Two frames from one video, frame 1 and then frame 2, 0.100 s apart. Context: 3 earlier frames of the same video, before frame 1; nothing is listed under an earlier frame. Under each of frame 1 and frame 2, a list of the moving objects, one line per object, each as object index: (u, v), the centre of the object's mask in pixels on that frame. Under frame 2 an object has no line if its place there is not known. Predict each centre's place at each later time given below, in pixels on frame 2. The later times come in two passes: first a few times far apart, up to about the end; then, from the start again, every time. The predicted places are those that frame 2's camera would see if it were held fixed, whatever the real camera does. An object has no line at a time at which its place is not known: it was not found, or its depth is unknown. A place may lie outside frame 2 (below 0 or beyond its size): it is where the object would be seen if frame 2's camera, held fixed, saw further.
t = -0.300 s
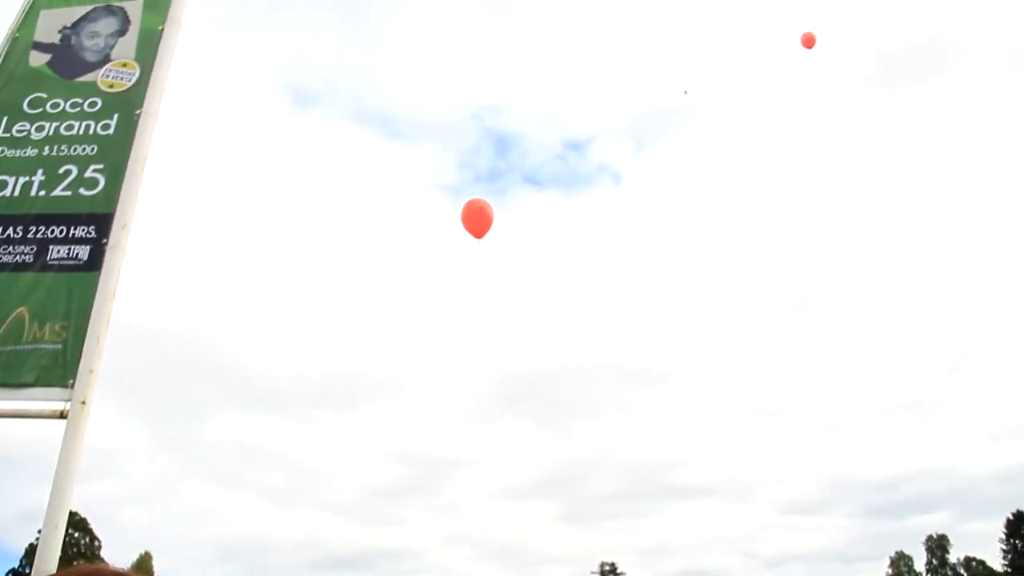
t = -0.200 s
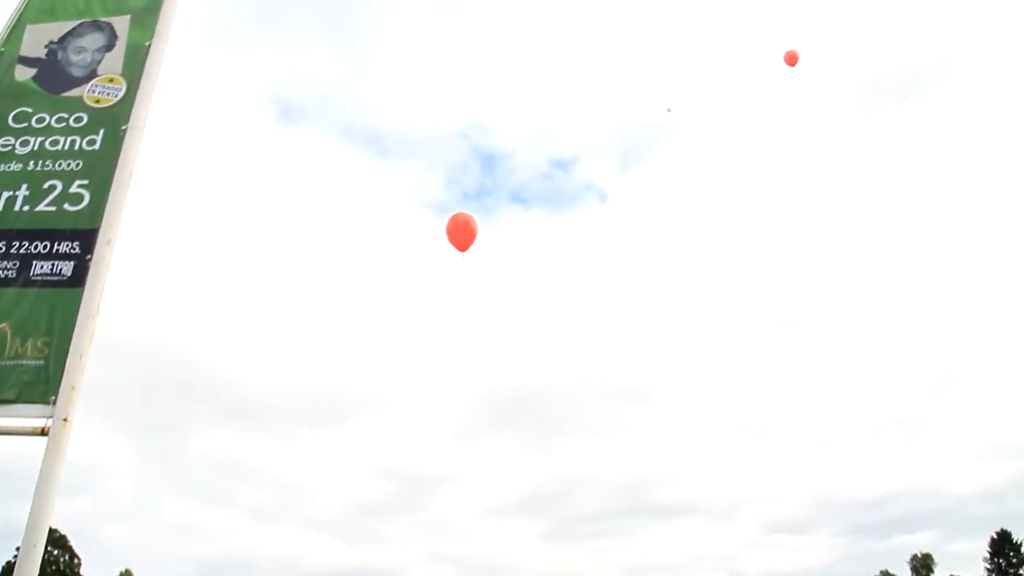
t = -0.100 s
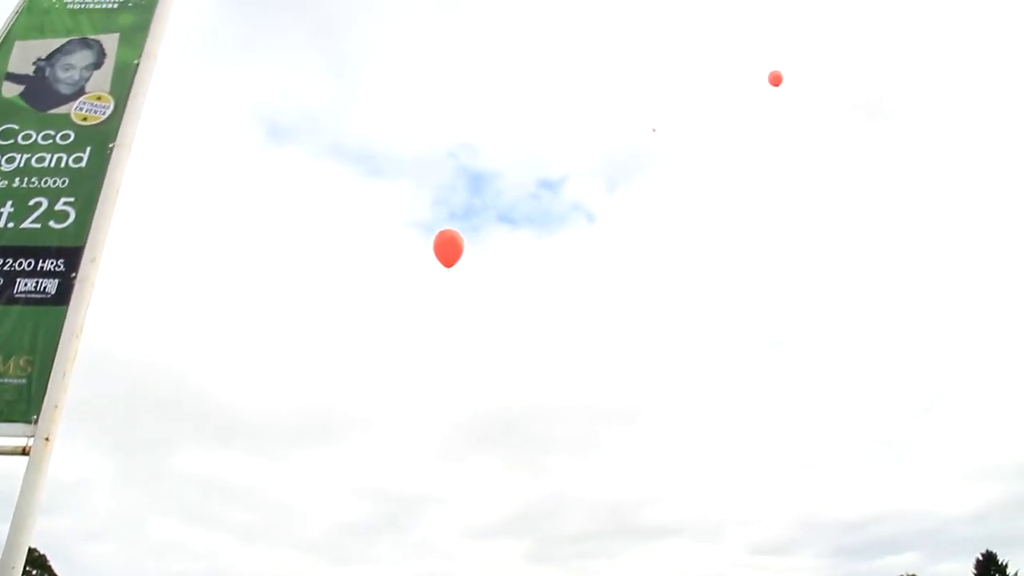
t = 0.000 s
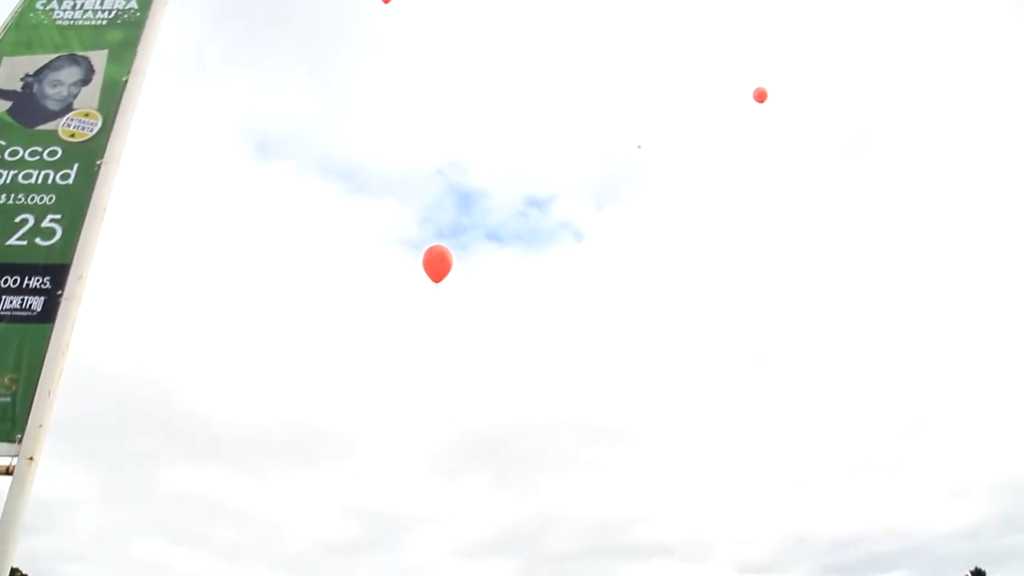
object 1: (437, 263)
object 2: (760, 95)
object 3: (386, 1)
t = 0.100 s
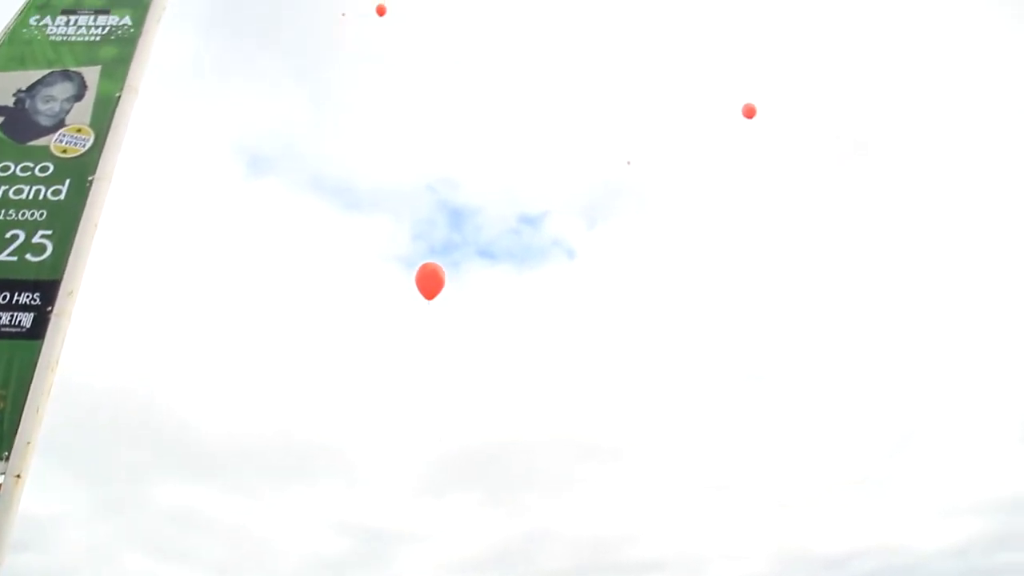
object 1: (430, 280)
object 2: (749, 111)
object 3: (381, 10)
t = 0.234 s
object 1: (431, 285)
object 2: (749, 110)
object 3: (383, 4)
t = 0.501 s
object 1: (438, 291)
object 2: (749, 108)
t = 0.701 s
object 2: (749, 108)
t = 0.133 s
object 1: (430, 281)
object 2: (749, 110)
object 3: (381, 8)
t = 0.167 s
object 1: (430, 282)
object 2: (749, 110)
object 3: (382, 7)
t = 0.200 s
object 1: (431, 284)
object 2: (749, 110)
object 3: (383, 6)
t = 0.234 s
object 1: (431, 285)
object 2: (749, 110)
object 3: (383, 4)
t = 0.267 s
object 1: (431, 287)
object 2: (750, 110)
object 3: (384, 3)
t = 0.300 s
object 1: (432, 287)
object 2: (749, 110)
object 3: (384, 2)
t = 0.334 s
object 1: (432, 288)
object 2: (749, 109)
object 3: (385, 1)
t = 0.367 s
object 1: (434, 289)
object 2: (749, 109)
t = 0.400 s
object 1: (435, 289)
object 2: (749, 109)
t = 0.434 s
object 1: (436, 290)
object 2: (749, 109)
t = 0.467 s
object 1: (437, 290)
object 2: (749, 108)
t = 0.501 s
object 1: (438, 291)
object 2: (749, 108)
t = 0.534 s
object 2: (749, 108)
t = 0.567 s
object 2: (749, 108)
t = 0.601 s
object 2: (748, 108)
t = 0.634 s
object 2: (749, 108)
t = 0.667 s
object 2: (749, 108)
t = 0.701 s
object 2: (749, 108)
